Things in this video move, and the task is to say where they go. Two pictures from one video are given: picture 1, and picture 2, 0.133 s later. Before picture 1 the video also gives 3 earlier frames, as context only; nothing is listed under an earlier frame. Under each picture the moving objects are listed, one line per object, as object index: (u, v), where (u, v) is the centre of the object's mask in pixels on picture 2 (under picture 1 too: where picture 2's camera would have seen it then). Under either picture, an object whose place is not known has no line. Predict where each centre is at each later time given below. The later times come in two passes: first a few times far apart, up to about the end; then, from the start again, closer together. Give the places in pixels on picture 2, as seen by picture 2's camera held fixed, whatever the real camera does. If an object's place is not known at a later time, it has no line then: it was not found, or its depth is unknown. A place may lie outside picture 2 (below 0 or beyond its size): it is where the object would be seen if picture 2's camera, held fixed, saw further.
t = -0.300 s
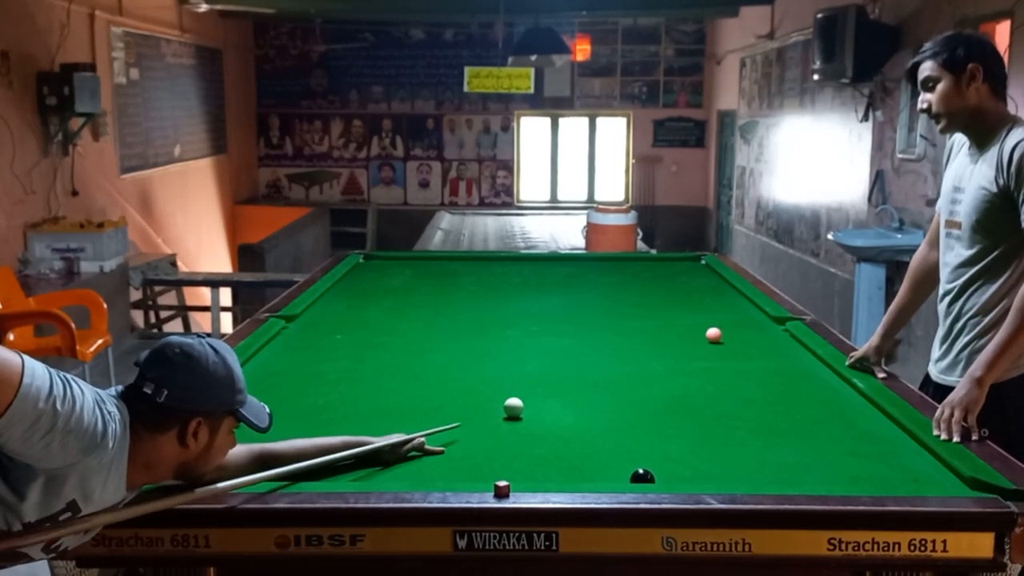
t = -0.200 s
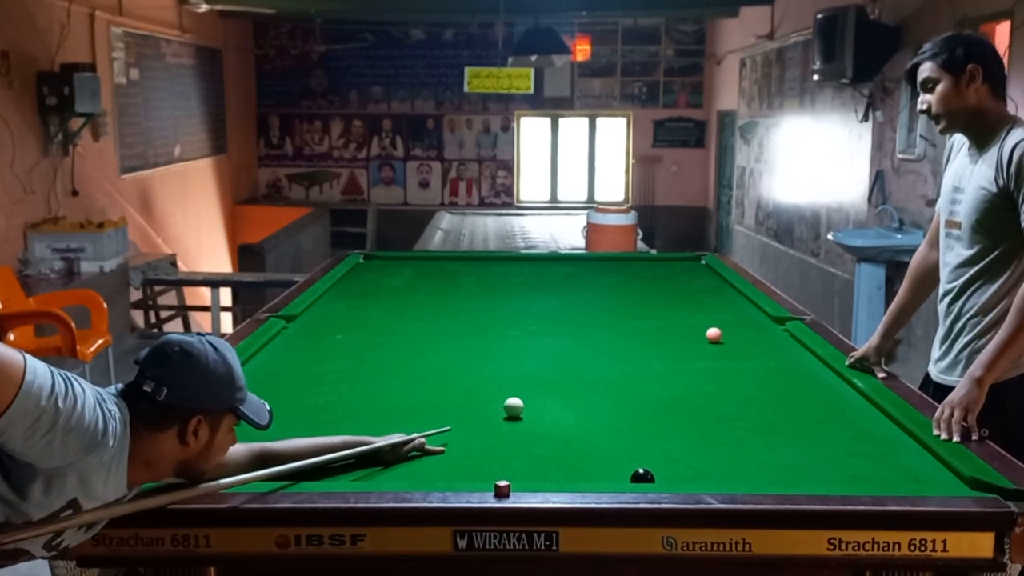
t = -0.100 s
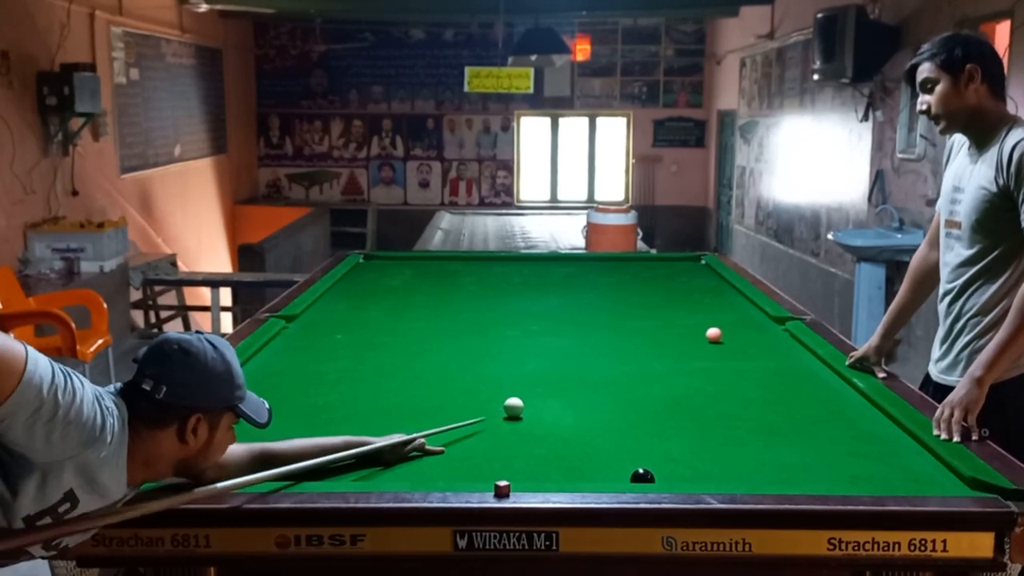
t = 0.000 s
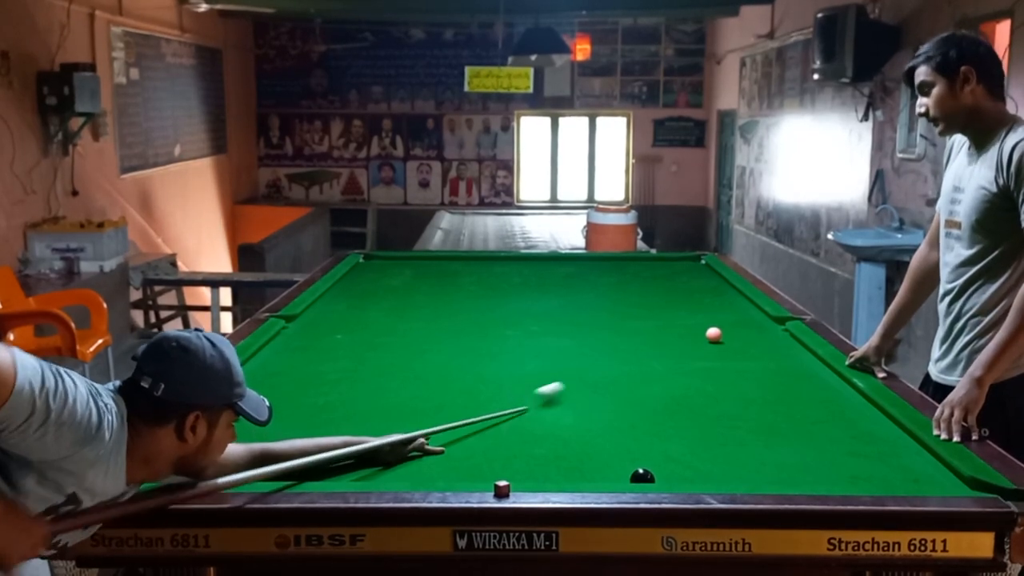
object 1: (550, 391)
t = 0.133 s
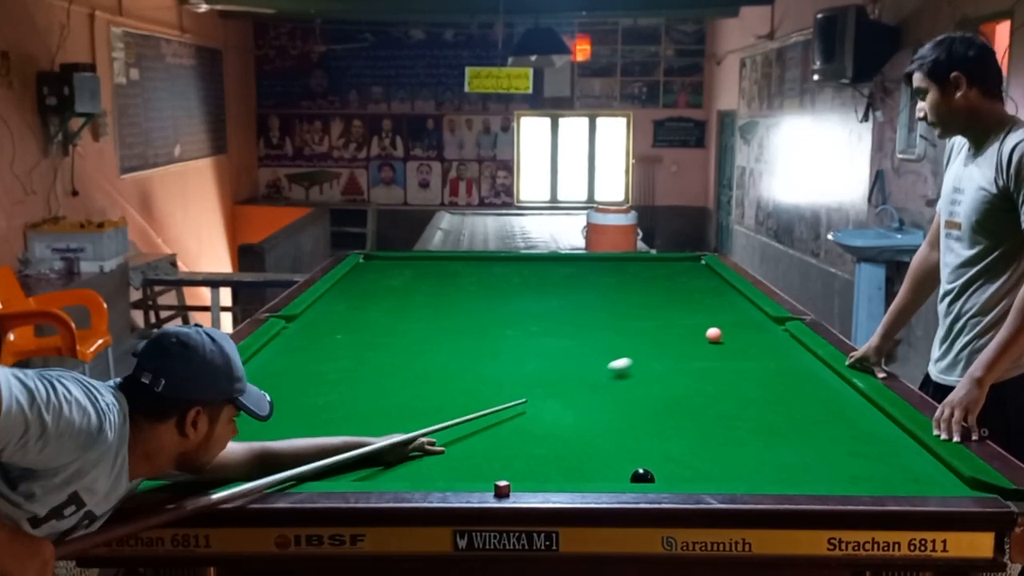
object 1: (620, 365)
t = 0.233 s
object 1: (660, 351)
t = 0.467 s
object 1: (695, 335)
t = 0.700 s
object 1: (685, 327)
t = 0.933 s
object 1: (677, 321)
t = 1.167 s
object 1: (669, 315)
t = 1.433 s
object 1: (662, 309)
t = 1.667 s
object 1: (657, 305)
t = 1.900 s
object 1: (652, 301)
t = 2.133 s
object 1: (647, 298)
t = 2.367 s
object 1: (643, 294)
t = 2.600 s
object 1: (639, 292)
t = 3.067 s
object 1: (632, 287)
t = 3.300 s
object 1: (630, 286)
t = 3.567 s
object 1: (626, 284)
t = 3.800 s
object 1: (624, 283)
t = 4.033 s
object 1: (622, 282)
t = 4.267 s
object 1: (620, 281)
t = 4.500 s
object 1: (618, 280)
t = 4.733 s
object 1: (616, 280)
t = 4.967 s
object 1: (616, 280)
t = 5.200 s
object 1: (616, 280)
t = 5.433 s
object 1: (616, 280)
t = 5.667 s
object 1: (616, 280)
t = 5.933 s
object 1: (616, 280)
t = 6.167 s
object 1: (616, 280)
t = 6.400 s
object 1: (616, 280)
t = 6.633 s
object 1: (616, 280)
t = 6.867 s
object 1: (616, 280)
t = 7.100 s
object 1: (616, 280)
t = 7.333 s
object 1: (616, 280)
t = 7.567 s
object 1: (616, 280)
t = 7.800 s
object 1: (616, 280)
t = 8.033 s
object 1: (616, 280)
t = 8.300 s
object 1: (616, 280)
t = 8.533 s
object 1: (616, 280)
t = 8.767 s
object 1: (616, 280)
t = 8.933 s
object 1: (616, 280)
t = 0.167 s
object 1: (634, 360)
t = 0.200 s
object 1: (648, 355)
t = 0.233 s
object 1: (660, 351)
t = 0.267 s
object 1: (671, 346)
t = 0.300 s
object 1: (681, 343)
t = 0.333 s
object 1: (691, 340)
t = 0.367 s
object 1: (699, 338)
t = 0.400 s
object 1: (701, 336)
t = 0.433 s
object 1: (698, 335)
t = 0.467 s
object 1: (695, 335)
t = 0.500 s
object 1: (693, 334)
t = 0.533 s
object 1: (692, 332)
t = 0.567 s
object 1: (690, 331)
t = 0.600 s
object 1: (689, 330)
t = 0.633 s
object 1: (688, 329)
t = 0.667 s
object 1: (686, 328)
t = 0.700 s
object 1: (685, 327)
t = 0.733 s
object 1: (684, 326)
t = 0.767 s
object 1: (683, 325)
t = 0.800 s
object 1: (681, 324)
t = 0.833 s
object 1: (680, 324)
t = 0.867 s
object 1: (679, 323)
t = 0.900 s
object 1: (678, 322)
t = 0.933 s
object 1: (677, 321)
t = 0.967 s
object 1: (676, 320)
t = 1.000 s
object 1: (675, 319)
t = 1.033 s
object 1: (673, 318)
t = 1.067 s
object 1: (672, 317)
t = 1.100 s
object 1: (671, 317)
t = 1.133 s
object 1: (670, 316)
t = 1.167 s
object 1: (669, 315)
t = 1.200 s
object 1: (669, 314)
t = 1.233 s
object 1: (667, 314)
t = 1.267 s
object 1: (667, 313)
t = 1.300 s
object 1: (666, 312)
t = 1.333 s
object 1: (665, 311)
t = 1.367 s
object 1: (664, 310)
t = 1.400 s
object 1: (663, 310)
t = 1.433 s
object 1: (662, 309)
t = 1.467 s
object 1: (661, 308)
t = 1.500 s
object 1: (661, 308)
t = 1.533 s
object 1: (660, 307)
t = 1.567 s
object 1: (659, 306)
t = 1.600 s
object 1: (658, 306)
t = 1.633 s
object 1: (658, 306)
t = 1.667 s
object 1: (657, 305)
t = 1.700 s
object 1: (656, 304)
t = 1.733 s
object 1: (655, 304)
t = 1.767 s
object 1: (655, 303)
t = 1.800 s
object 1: (654, 302)
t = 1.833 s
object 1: (653, 302)
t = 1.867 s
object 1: (652, 301)
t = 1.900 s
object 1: (652, 301)
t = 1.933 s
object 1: (651, 301)
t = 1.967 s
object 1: (651, 300)
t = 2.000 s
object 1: (650, 299)
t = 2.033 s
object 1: (649, 299)
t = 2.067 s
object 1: (648, 299)
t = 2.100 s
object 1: (648, 298)
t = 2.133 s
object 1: (647, 298)
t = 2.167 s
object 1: (647, 297)
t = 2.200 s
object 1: (646, 296)
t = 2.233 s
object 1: (645, 296)
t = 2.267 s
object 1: (645, 296)
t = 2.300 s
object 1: (644, 295)
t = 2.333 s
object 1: (644, 295)
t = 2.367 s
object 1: (643, 294)
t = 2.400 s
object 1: (642, 294)
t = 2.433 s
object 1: (642, 294)
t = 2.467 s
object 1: (641, 293)
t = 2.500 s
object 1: (641, 293)
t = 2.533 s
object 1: (641, 292)
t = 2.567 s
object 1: (640, 292)
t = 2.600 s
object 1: (639, 292)
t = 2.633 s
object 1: (639, 291)
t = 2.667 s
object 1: (638, 291)
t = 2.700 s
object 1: (637, 291)
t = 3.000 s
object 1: (633, 288)
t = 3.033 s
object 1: (633, 288)
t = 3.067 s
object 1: (632, 287)
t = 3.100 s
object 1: (632, 287)
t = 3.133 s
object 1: (632, 287)
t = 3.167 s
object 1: (631, 286)
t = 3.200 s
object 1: (631, 286)
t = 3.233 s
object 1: (630, 286)
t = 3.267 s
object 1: (630, 286)
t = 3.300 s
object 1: (630, 286)
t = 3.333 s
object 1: (629, 285)
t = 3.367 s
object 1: (629, 285)
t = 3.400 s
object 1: (628, 285)
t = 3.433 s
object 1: (628, 285)
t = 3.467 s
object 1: (628, 284)
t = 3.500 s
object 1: (627, 284)
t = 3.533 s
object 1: (627, 284)
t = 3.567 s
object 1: (626, 284)
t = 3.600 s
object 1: (626, 284)
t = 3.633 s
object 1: (626, 283)
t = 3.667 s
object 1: (625, 283)
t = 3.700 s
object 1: (625, 283)
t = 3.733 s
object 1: (624, 283)
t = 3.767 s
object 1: (624, 283)
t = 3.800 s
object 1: (624, 283)
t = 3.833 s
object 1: (624, 282)
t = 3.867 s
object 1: (623, 282)
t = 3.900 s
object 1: (623, 282)
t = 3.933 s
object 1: (623, 282)
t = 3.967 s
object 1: (622, 282)
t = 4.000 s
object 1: (622, 282)
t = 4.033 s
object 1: (622, 282)
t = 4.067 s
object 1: (621, 281)
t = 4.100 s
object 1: (621, 281)
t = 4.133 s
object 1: (621, 281)
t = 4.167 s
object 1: (620, 281)
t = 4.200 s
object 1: (620, 281)
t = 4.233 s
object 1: (620, 281)
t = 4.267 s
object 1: (620, 281)
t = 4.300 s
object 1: (619, 281)
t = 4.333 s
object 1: (619, 281)
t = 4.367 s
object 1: (619, 281)
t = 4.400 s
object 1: (618, 280)
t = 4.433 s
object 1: (618, 280)
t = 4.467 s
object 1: (618, 280)
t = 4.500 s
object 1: (618, 280)
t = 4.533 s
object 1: (617, 280)
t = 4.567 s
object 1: (617, 280)
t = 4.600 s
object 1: (617, 280)
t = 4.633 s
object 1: (617, 280)
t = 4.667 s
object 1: (617, 280)
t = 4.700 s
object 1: (617, 280)
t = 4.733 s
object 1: (616, 280)
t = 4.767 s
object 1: (616, 280)
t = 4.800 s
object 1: (616, 280)
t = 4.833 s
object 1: (616, 280)
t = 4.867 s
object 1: (616, 280)
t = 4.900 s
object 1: (616, 280)
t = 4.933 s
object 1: (616, 280)
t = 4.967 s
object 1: (616, 280)
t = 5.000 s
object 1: (616, 280)
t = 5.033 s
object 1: (616, 280)
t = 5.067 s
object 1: (616, 280)
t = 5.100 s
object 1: (616, 280)
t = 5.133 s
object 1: (616, 280)
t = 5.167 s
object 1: (616, 280)
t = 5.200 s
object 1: (616, 280)
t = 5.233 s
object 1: (616, 280)
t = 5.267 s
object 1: (616, 280)
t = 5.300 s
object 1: (616, 280)
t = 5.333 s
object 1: (616, 280)
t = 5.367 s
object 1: (616, 280)
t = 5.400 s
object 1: (616, 280)
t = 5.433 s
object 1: (616, 280)
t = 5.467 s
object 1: (616, 280)
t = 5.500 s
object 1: (616, 280)
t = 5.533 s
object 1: (616, 280)
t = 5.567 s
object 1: (616, 280)
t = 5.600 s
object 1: (616, 280)
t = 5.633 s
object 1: (616, 280)
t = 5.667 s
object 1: (616, 280)
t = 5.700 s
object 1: (616, 280)
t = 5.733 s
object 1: (616, 280)
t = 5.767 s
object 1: (616, 280)
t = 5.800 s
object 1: (616, 280)
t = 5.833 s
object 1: (616, 280)
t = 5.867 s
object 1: (616, 280)
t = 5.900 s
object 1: (616, 280)
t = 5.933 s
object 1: (616, 280)
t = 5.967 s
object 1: (616, 280)
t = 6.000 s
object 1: (616, 280)
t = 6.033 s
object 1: (616, 280)
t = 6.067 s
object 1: (616, 280)
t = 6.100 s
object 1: (616, 280)
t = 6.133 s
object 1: (616, 280)
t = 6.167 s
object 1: (616, 280)
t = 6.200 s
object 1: (616, 280)
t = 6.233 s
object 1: (616, 280)
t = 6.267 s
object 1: (616, 280)
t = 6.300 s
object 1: (616, 280)
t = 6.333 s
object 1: (616, 280)
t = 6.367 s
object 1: (616, 280)
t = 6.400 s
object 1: (616, 280)
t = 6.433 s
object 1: (616, 280)
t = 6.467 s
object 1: (616, 280)
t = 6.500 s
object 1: (616, 280)
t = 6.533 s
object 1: (616, 280)
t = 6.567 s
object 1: (616, 280)
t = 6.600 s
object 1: (616, 280)
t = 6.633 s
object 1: (616, 280)
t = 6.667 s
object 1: (616, 280)
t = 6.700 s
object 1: (616, 280)
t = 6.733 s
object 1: (616, 280)
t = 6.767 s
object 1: (616, 280)
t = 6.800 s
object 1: (616, 280)
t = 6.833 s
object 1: (616, 280)
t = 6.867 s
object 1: (616, 280)
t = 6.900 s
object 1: (616, 280)
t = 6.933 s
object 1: (616, 280)
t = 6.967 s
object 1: (616, 280)
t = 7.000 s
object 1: (616, 280)
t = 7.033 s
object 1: (616, 280)
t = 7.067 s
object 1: (616, 280)
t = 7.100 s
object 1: (616, 280)
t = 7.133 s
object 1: (616, 280)
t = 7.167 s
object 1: (616, 280)
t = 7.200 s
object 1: (616, 280)
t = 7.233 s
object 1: (616, 280)
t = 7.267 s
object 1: (616, 280)
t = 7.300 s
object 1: (616, 280)
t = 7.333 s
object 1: (616, 280)
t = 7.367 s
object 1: (616, 280)
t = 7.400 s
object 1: (616, 280)
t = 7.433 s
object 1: (616, 280)
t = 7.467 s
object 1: (616, 280)
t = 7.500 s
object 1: (616, 280)
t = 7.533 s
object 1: (616, 280)
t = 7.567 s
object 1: (616, 280)
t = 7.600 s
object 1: (616, 280)
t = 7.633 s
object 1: (616, 280)
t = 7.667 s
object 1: (616, 280)
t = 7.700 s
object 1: (616, 280)
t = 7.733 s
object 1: (616, 280)
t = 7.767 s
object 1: (616, 280)
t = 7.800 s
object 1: (616, 280)
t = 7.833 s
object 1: (616, 280)
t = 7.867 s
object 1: (616, 280)
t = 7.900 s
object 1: (616, 280)
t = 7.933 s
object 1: (616, 280)
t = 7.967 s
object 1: (616, 280)
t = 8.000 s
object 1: (616, 280)
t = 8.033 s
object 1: (616, 280)
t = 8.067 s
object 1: (616, 280)
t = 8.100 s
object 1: (616, 280)
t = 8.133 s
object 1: (616, 280)
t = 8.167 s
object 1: (616, 280)
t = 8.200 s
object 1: (616, 280)
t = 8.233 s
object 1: (616, 280)
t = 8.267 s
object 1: (616, 280)
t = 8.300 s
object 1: (616, 280)
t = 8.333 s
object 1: (616, 280)
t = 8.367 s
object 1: (616, 280)
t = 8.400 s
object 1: (616, 280)
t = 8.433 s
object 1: (616, 280)
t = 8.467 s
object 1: (616, 280)
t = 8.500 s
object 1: (616, 280)
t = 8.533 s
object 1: (616, 280)
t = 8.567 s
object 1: (616, 280)
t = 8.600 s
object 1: (616, 280)
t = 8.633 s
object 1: (616, 279)
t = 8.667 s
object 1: (616, 279)
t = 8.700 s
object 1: (616, 280)
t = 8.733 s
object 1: (616, 280)
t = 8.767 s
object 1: (616, 280)
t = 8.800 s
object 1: (616, 280)
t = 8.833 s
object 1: (616, 280)
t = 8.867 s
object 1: (616, 280)
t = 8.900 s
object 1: (616, 280)
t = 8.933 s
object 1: (616, 280)
